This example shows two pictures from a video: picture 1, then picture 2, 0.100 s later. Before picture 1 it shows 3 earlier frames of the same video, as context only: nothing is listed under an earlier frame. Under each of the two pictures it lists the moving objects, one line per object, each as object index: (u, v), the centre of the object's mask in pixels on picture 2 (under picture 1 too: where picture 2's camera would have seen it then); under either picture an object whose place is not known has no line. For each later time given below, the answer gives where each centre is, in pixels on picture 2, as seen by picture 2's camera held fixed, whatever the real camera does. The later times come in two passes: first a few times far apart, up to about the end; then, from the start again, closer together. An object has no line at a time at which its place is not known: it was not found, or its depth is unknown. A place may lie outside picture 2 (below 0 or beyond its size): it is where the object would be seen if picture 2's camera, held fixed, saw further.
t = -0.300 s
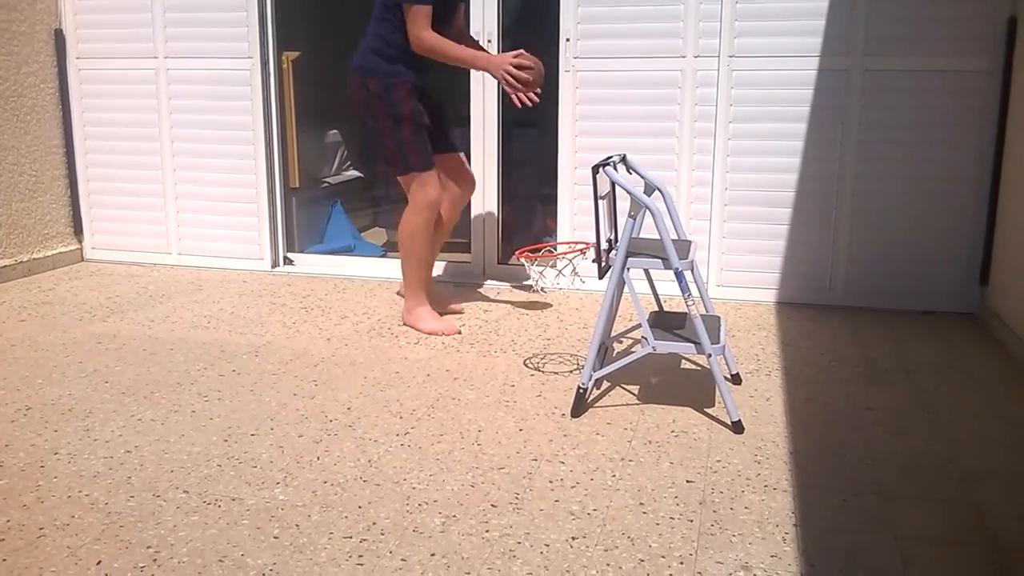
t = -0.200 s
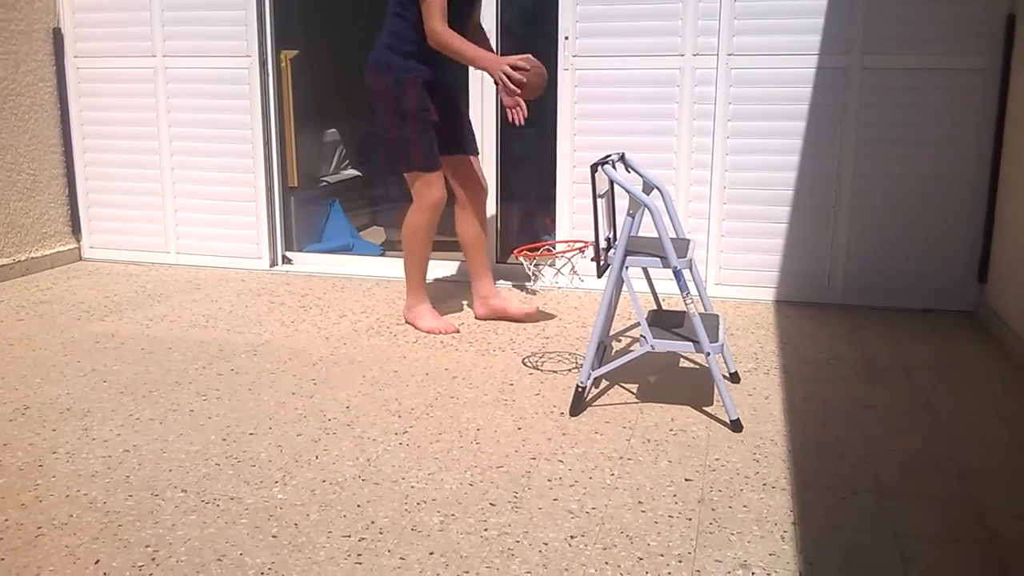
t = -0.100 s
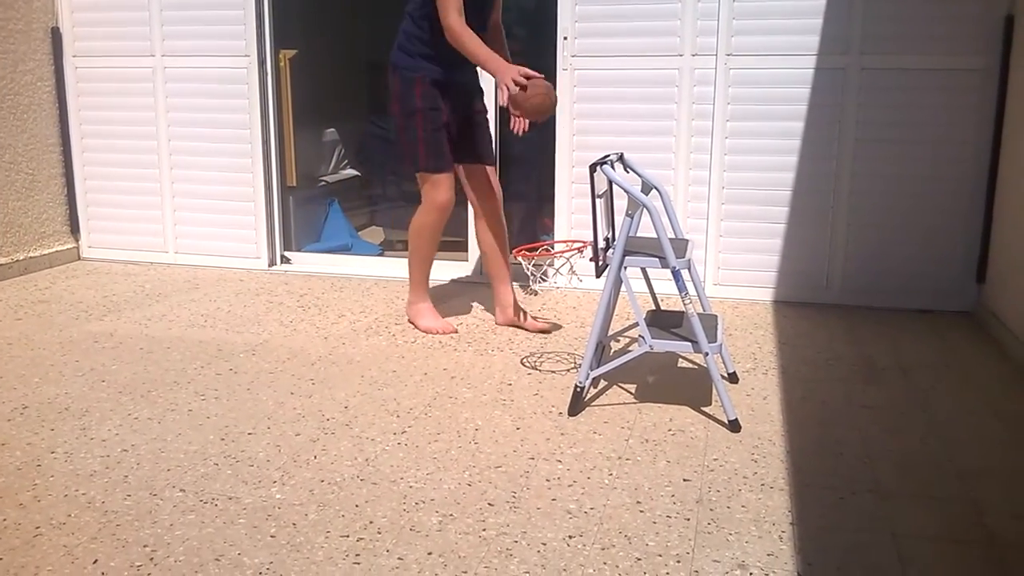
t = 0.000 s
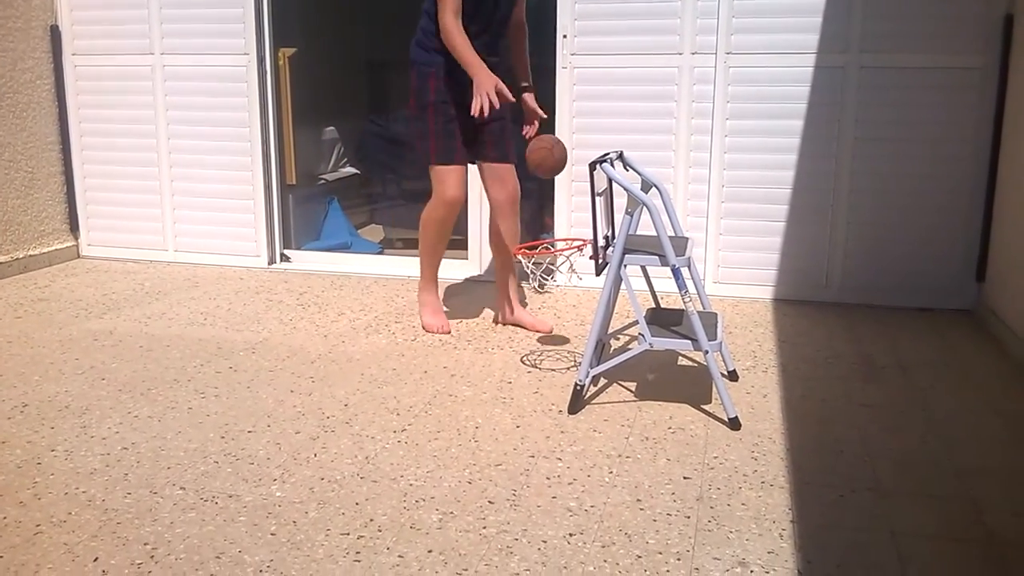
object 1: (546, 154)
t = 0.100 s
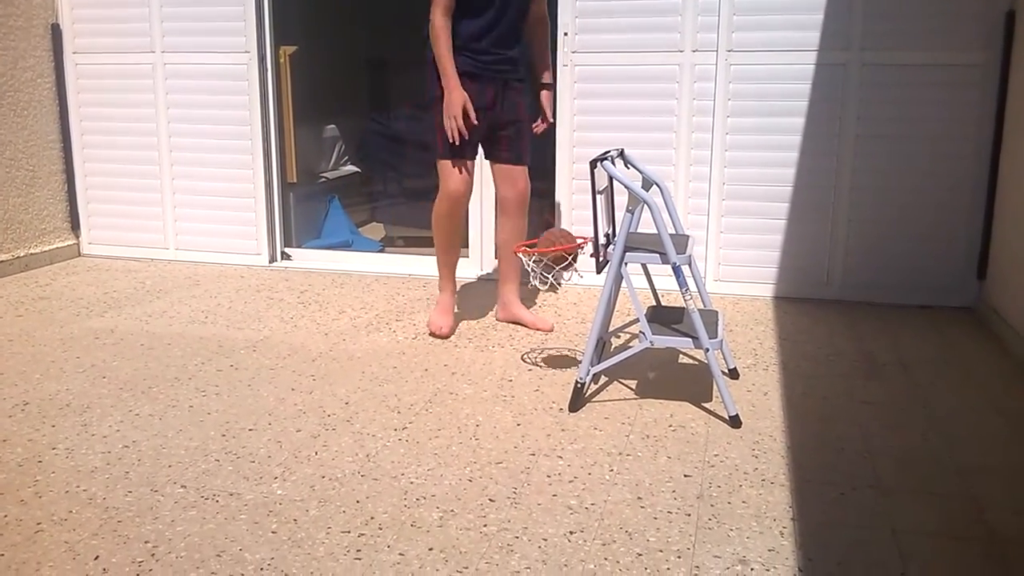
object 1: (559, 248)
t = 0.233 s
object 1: (539, 373)
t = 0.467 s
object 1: (359, 356)
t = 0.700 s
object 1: (206, 344)
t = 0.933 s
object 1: (69, 341)
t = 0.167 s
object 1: (562, 328)
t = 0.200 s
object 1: (562, 375)
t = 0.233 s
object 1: (539, 373)
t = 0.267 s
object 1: (510, 364)
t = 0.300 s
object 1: (482, 361)
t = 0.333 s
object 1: (454, 362)
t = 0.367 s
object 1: (427, 369)
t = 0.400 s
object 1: (404, 360)
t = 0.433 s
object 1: (382, 356)
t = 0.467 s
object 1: (359, 356)
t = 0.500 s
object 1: (336, 360)
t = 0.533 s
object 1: (314, 358)
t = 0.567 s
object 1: (293, 353)
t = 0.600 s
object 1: (270, 351)
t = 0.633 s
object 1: (248, 354)
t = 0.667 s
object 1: (226, 350)
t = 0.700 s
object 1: (206, 344)
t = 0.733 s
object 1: (186, 342)
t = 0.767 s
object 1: (166, 343)
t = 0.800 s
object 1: (146, 348)
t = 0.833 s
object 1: (126, 343)
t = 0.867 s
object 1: (107, 341)
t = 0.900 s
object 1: (88, 342)
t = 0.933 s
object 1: (69, 341)
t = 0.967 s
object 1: (50, 337)
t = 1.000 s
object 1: (31, 338)
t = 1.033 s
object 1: (21, 337)
